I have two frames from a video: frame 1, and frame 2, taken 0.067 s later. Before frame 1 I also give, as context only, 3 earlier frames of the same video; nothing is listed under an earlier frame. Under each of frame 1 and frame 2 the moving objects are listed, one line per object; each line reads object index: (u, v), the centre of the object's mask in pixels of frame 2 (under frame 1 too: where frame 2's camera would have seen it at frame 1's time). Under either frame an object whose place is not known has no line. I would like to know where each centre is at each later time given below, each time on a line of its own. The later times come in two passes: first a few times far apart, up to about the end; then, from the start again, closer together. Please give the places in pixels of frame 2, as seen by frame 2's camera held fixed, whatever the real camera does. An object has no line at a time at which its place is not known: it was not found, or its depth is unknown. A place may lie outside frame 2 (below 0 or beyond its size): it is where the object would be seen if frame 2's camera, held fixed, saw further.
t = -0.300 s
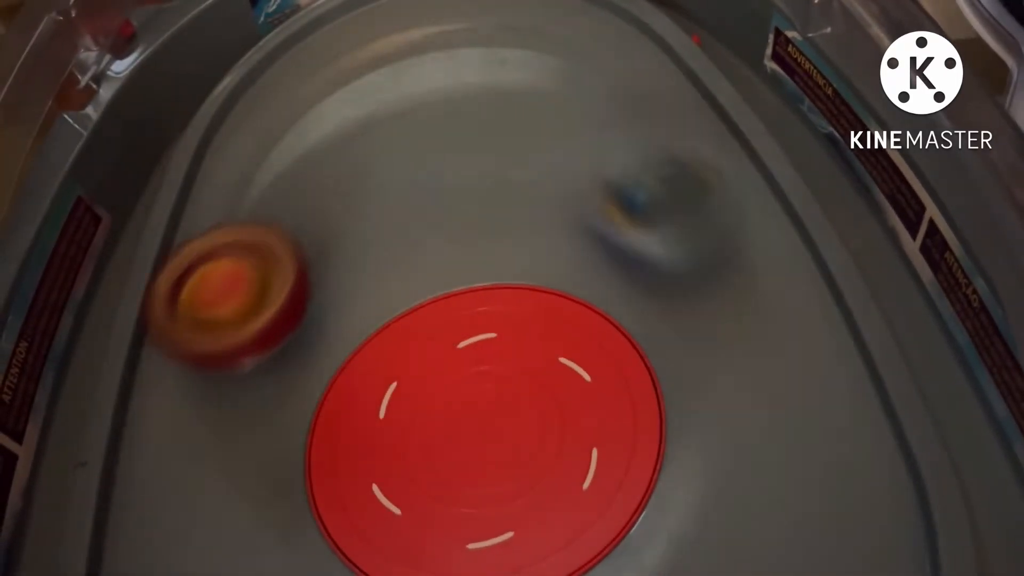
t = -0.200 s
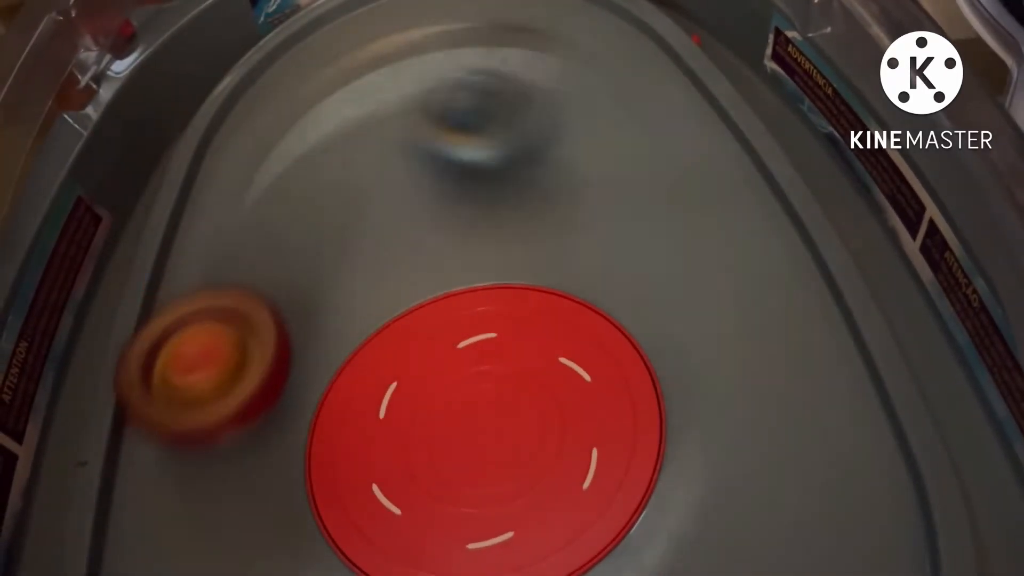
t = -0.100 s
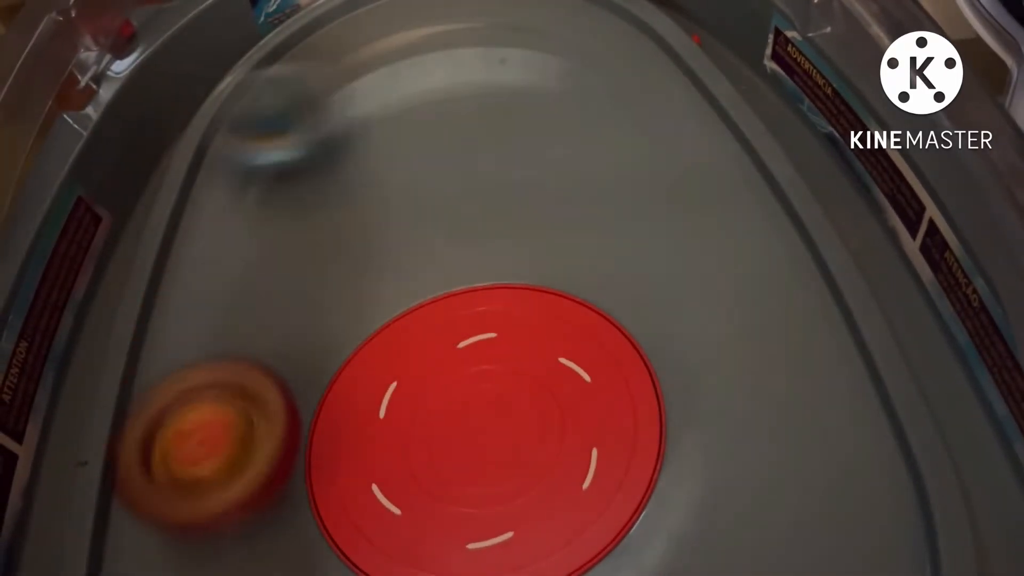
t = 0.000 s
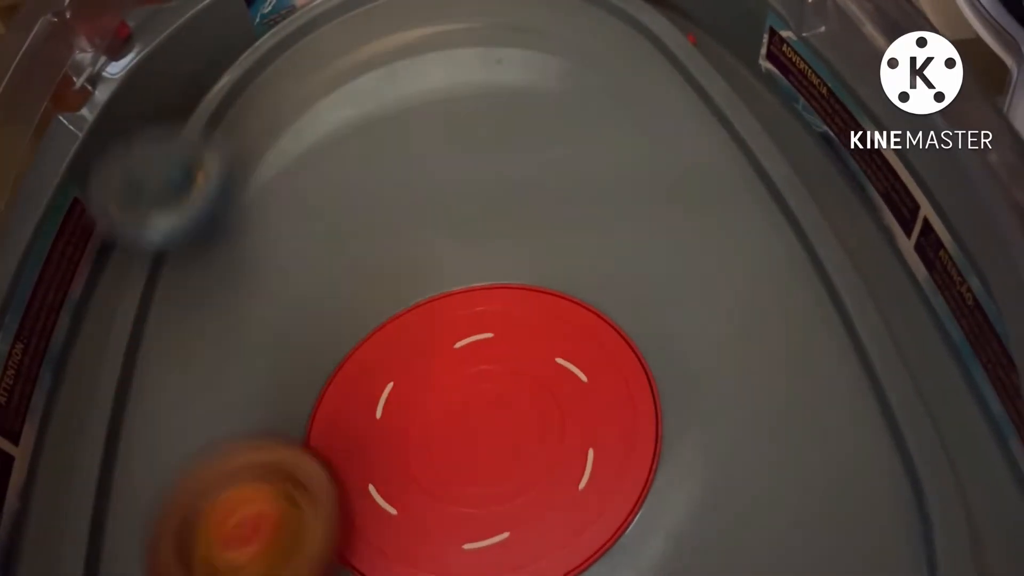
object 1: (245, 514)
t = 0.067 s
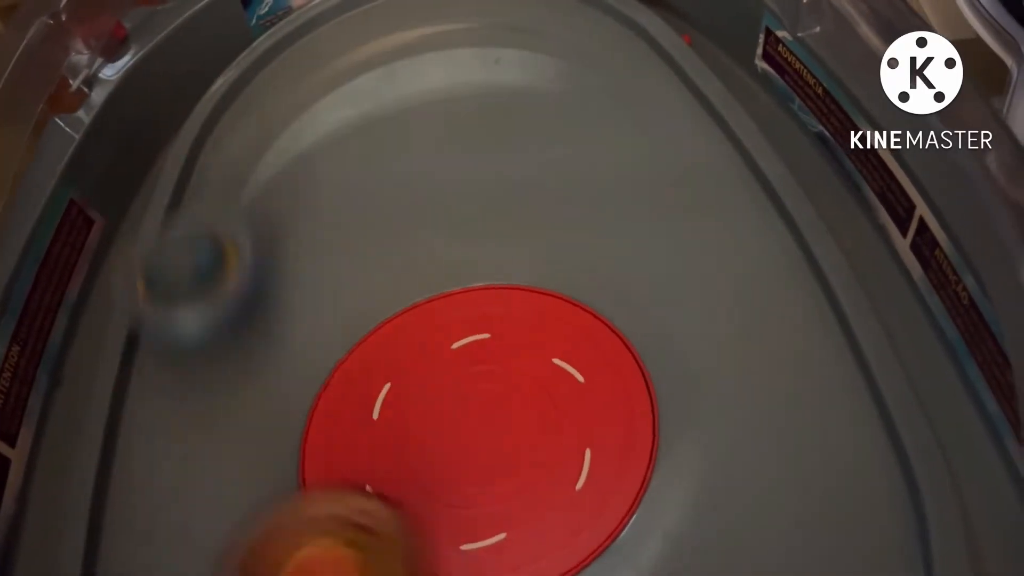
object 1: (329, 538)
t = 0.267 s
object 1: (658, 486)
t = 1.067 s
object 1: (225, 429)
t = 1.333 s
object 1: (633, 521)
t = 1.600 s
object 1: (750, 344)
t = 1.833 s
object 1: (674, 222)
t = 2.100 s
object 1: (501, 176)
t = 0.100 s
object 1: (382, 546)
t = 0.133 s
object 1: (443, 548)
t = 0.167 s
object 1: (502, 542)
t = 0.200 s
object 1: (560, 533)
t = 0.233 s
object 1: (617, 514)
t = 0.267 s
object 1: (658, 486)
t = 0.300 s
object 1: (684, 440)
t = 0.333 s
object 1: (694, 391)
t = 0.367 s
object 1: (691, 344)
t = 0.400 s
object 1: (678, 304)
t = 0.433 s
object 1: (655, 268)
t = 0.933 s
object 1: (246, 323)
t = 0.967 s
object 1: (234, 343)
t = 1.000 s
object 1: (225, 364)
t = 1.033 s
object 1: (221, 391)
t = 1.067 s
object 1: (225, 429)
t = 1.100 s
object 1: (237, 473)
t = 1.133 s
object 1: (263, 504)
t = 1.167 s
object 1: (309, 523)
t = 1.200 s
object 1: (369, 536)
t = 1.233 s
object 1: (438, 544)
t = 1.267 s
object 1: (516, 541)
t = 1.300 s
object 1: (583, 534)
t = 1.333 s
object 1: (633, 521)
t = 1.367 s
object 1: (672, 506)
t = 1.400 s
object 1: (699, 492)
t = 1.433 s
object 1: (720, 473)
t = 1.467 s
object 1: (734, 444)
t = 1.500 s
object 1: (744, 417)
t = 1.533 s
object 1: (750, 390)
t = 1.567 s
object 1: (751, 367)
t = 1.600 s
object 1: (750, 344)
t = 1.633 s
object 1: (746, 324)
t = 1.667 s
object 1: (738, 304)
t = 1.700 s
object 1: (730, 284)
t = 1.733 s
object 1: (718, 265)
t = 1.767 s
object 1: (705, 250)
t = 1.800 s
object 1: (690, 235)
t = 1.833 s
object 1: (674, 222)
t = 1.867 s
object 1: (657, 211)
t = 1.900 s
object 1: (637, 201)
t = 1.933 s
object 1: (616, 193)
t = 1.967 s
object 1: (594, 186)
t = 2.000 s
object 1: (572, 181)
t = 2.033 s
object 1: (549, 177)
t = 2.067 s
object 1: (524, 176)
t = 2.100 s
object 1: (501, 176)
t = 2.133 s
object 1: (476, 178)
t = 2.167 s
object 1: (450, 183)
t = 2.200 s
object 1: (425, 189)
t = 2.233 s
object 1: (398, 197)
